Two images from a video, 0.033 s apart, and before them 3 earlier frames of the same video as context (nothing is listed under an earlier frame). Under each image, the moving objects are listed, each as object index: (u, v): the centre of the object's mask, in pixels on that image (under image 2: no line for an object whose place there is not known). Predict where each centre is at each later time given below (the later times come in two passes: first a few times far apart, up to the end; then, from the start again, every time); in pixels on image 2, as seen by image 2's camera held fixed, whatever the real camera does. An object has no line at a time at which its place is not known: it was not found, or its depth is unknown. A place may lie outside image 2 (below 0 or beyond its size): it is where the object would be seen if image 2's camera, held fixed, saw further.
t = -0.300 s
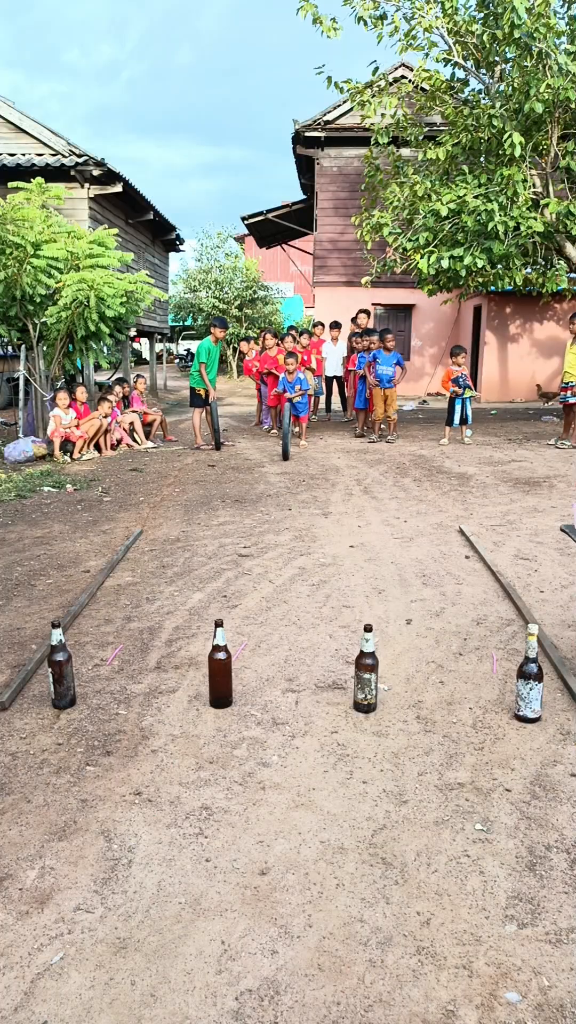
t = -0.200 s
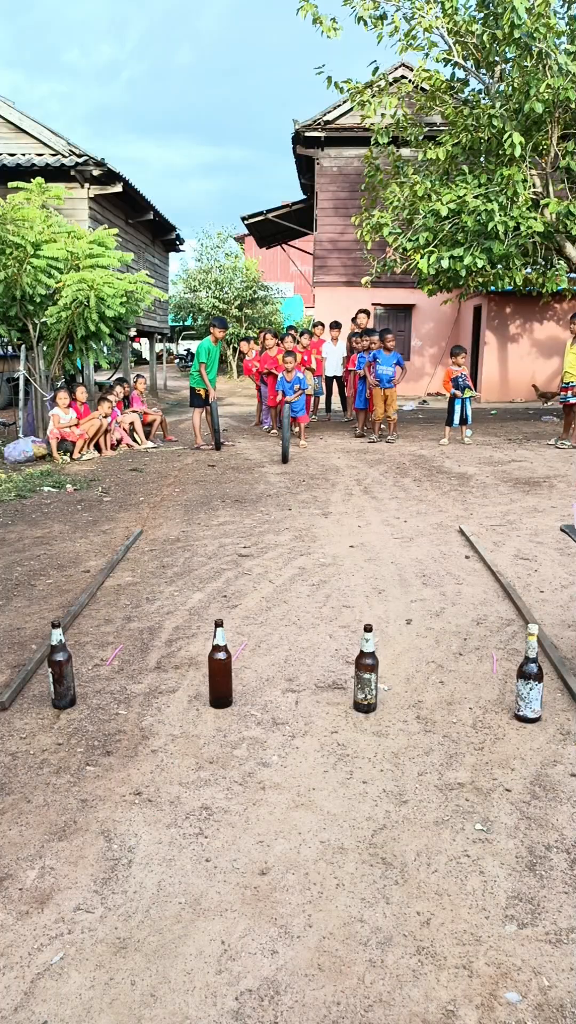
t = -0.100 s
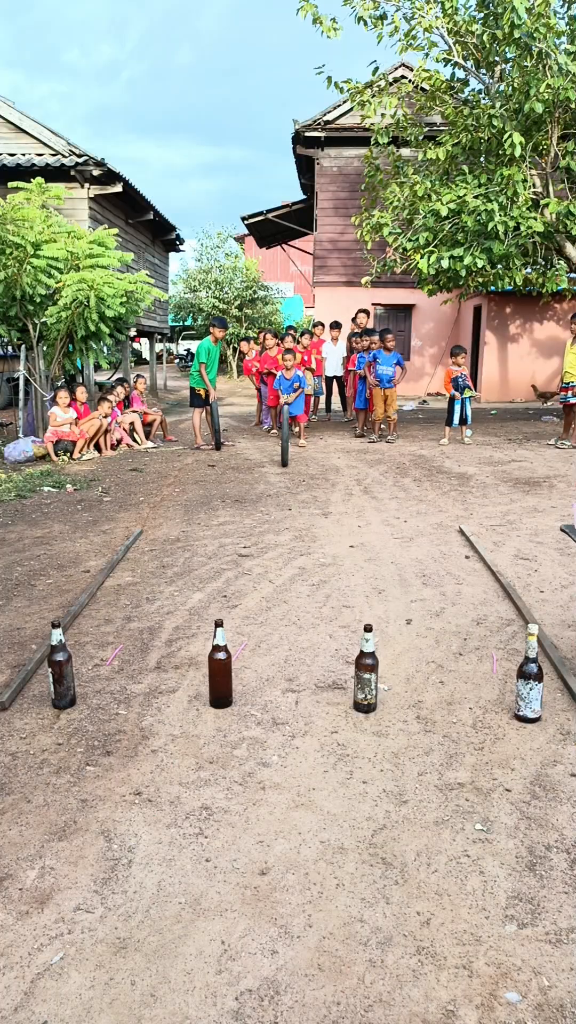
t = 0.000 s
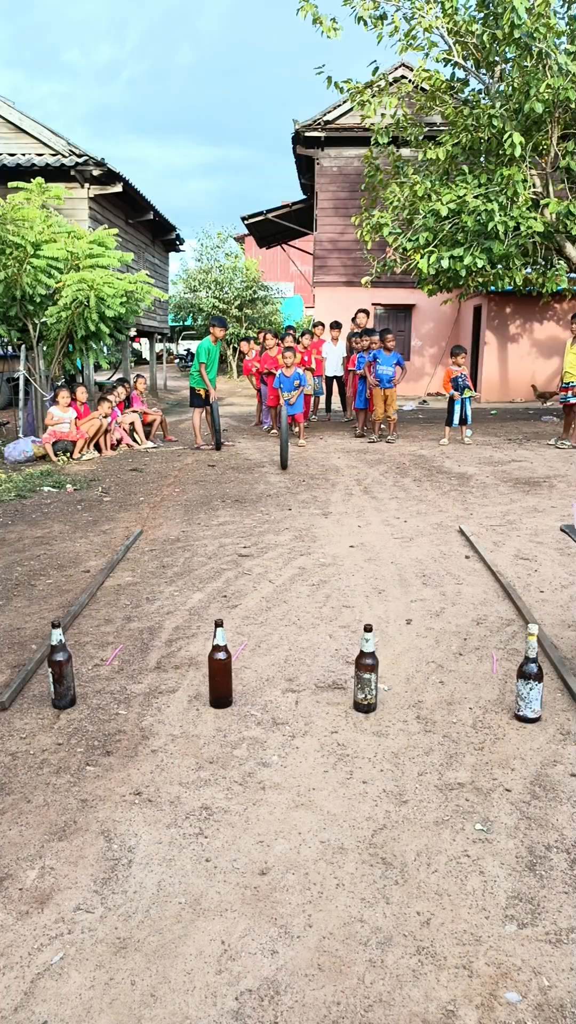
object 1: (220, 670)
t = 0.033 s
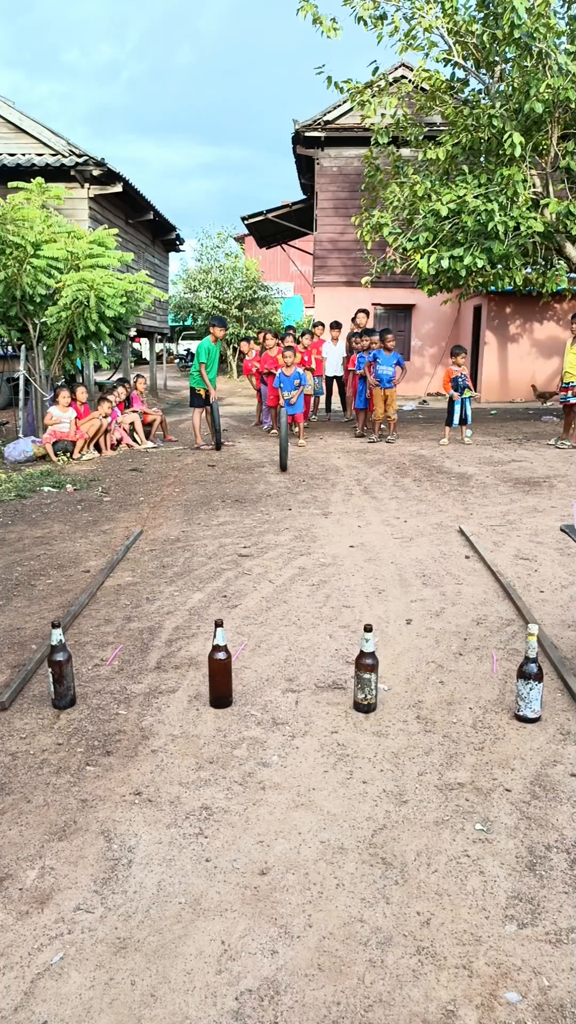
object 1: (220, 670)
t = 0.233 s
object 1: (220, 670)
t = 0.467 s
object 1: (220, 670)
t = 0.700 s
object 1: (220, 670)
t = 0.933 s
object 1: (220, 670)
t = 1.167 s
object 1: (220, 670)
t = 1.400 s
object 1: (220, 670)
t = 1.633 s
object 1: (220, 670)
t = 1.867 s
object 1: (220, 670)
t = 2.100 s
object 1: (220, 670)
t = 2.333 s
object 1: (220, 670)
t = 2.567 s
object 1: (213, 687)
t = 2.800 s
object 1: (199, 727)
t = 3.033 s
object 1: (198, 729)
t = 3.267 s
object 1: (190, 740)
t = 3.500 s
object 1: (198, 730)
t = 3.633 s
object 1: (198, 730)
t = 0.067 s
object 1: (220, 670)
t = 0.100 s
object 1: (220, 670)
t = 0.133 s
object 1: (220, 670)
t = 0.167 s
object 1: (220, 670)
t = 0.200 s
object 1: (220, 670)
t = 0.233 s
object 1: (220, 670)
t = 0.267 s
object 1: (220, 670)
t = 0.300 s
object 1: (220, 670)
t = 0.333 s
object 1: (220, 670)
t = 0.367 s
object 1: (220, 670)
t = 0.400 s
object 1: (220, 670)
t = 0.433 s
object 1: (220, 670)
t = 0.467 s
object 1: (220, 670)
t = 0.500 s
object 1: (220, 670)
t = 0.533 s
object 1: (220, 670)
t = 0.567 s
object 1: (220, 670)
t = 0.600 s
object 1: (220, 670)
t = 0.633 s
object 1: (220, 670)
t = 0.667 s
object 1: (220, 670)
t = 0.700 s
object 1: (220, 670)
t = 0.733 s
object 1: (220, 670)
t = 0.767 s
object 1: (220, 670)
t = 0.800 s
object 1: (220, 670)
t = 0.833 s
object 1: (220, 670)
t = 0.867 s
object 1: (220, 670)
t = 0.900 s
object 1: (220, 670)
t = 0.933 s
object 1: (220, 670)
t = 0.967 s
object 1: (220, 670)
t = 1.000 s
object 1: (220, 670)
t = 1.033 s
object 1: (220, 670)
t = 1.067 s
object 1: (220, 670)
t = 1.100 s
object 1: (220, 670)
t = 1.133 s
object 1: (220, 670)
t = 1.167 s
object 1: (220, 670)
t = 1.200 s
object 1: (220, 670)
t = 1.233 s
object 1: (220, 670)
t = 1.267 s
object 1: (220, 670)
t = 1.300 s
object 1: (220, 670)
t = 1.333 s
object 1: (220, 670)
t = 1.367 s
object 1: (220, 670)
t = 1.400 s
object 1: (220, 670)
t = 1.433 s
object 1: (220, 670)
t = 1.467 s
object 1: (220, 670)
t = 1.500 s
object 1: (220, 670)
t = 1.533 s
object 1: (220, 670)
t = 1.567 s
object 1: (220, 670)
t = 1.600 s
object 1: (220, 670)
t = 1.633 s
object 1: (220, 670)
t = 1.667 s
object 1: (220, 670)
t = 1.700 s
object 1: (220, 670)
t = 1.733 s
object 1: (220, 670)
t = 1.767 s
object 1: (220, 670)
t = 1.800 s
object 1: (220, 670)
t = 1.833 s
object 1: (220, 670)
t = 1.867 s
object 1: (220, 670)
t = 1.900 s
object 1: (220, 670)
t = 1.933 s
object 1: (220, 670)
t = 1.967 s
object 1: (220, 670)
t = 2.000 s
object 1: (220, 670)
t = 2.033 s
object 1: (220, 670)
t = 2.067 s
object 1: (220, 670)
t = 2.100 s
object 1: (220, 670)
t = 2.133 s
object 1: (220, 670)
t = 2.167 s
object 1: (220, 670)
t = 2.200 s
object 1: (220, 670)
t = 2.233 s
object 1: (220, 670)
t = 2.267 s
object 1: (220, 670)
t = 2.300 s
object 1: (220, 670)
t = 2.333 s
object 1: (220, 670)
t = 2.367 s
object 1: (220, 670)
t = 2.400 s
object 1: (220, 670)
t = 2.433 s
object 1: (220, 670)
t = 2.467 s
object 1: (220, 670)
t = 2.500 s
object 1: (218, 672)
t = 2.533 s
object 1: (215, 678)
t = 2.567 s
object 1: (213, 687)
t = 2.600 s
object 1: (211, 697)
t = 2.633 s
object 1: (209, 708)
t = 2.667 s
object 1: (207, 718)
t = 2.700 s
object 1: (204, 720)
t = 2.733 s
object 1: (202, 722)
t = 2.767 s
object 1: (201, 724)
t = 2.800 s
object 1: (199, 727)
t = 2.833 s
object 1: (198, 729)
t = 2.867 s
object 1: (196, 733)
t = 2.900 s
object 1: (193, 739)
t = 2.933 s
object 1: (189, 746)
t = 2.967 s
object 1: (207, 716)
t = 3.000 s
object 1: (201, 724)
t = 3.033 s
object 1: (198, 729)
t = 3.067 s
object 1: (198, 730)
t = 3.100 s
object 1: (198, 730)
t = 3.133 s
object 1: (198, 730)
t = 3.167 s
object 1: (198, 730)
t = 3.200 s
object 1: (196, 732)
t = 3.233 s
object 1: (194, 735)
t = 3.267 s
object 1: (190, 740)
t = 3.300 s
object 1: (185, 748)
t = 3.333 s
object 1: (206, 718)
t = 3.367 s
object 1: (201, 725)
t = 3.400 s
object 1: (198, 730)
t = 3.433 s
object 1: (198, 730)
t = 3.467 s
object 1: (198, 730)
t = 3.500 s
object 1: (198, 730)
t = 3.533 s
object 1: (198, 730)
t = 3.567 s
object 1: (198, 730)
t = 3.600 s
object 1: (198, 730)
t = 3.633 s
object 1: (198, 730)
